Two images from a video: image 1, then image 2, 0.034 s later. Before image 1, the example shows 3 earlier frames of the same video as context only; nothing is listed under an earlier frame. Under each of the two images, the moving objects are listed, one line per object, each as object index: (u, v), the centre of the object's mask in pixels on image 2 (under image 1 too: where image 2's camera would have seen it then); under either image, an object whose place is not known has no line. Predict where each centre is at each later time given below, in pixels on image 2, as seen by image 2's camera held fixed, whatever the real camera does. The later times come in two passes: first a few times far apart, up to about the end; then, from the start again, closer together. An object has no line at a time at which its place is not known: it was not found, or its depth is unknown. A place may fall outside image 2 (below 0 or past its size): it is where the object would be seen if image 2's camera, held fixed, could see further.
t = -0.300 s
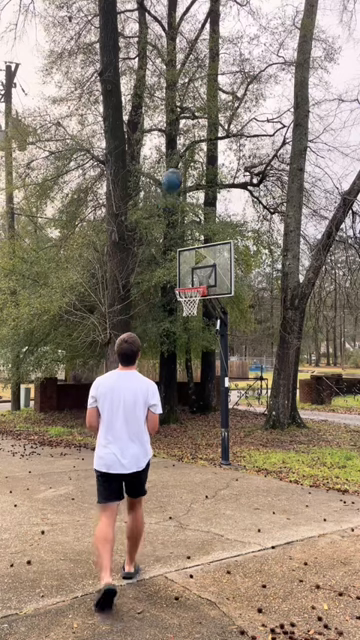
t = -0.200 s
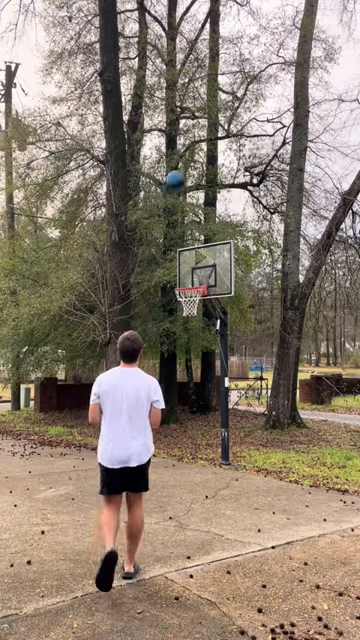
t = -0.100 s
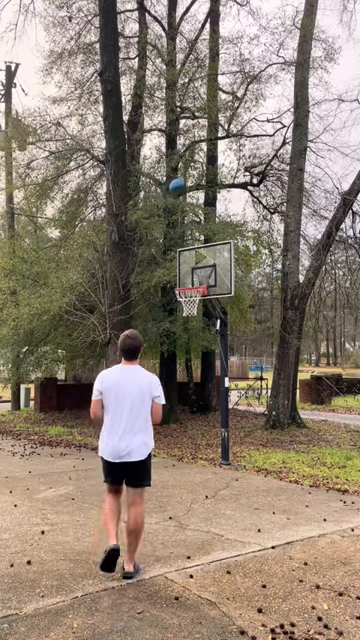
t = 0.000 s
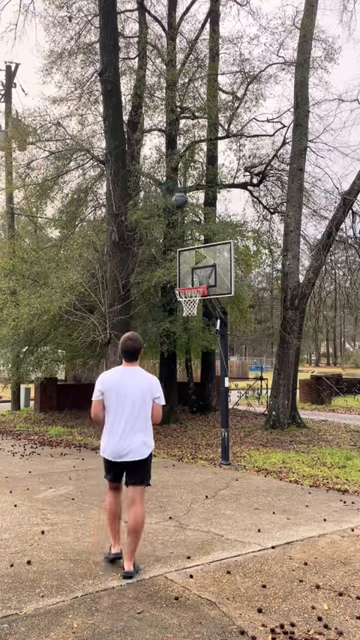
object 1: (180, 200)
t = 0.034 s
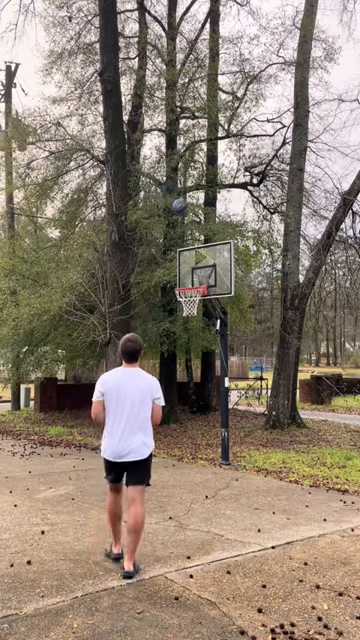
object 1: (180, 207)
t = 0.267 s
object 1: (184, 260)
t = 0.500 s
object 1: (189, 306)
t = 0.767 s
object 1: (194, 332)
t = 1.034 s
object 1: (200, 398)
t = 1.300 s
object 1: (206, 436)
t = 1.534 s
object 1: (213, 401)
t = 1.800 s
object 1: (219, 399)
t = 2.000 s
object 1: (226, 425)
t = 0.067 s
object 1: (181, 213)
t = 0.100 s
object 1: (182, 220)
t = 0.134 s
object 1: (183, 228)
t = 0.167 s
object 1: (184, 235)
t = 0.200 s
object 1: (183, 243)
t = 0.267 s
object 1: (184, 260)
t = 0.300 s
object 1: (184, 269)
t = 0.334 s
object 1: (185, 278)
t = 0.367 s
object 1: (185, 287)
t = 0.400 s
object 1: (186, 296)
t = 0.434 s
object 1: (188, 303)
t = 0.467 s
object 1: (188, 305)
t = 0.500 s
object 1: (189, 306)
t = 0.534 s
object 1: (189, 307)
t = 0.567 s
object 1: (190, 308)
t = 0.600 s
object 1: (190, 310)
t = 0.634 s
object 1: (191, 313)
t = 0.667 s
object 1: (192, 317)
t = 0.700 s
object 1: (192, 321)
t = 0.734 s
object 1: (194, 325)
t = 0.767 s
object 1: (194, 332)
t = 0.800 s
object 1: (195, 339)
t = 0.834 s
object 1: (195, 345)
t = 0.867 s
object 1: (196, 352)
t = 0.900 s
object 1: (197, 360)
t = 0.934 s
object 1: (198, 369)
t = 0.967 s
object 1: (199, 378)
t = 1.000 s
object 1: (199, 388)
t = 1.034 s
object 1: (200, 398)
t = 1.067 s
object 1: (201, 409)
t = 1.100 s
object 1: (201, 420)
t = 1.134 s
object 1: (202, 432)
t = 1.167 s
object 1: (202, 445)
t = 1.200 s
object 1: (203, 459)
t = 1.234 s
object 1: (204, 451)
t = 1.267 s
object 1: (205, 443)
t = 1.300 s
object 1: (206, 436)
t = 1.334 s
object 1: (207, 429)
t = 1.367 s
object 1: (208, 422)
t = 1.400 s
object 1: (209, 416)
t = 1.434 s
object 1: (210, 411)
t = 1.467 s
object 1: (211, 408)
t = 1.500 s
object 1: (212, 404)
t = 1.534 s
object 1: (213, 401)
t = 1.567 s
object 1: (213, 399)
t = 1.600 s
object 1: (214, 397)
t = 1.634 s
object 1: (215, 396)
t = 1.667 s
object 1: (216, 395)
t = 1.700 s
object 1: (217, 395)
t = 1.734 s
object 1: (218, 396)
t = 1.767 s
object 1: (218, 397)
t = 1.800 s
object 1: (219, 399)
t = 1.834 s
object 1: (221, 402)
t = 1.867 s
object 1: (221, 405)
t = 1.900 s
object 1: (223, 409)
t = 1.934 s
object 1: (224, 413)
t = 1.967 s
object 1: (224, 418)
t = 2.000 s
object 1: (226, 425)
